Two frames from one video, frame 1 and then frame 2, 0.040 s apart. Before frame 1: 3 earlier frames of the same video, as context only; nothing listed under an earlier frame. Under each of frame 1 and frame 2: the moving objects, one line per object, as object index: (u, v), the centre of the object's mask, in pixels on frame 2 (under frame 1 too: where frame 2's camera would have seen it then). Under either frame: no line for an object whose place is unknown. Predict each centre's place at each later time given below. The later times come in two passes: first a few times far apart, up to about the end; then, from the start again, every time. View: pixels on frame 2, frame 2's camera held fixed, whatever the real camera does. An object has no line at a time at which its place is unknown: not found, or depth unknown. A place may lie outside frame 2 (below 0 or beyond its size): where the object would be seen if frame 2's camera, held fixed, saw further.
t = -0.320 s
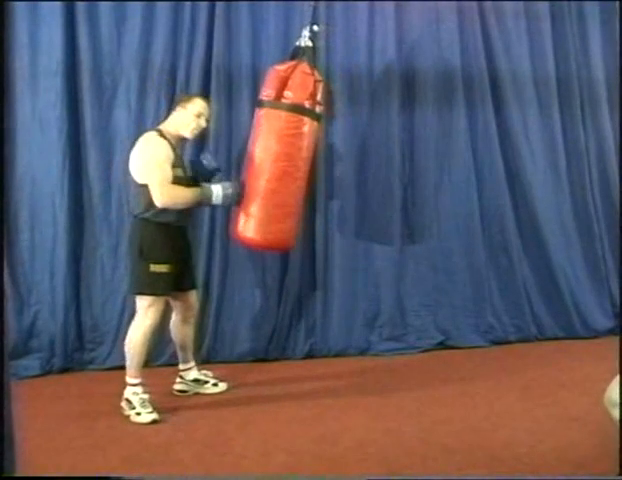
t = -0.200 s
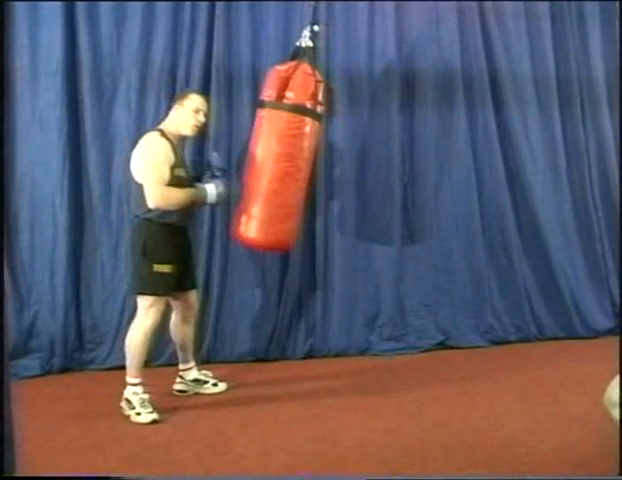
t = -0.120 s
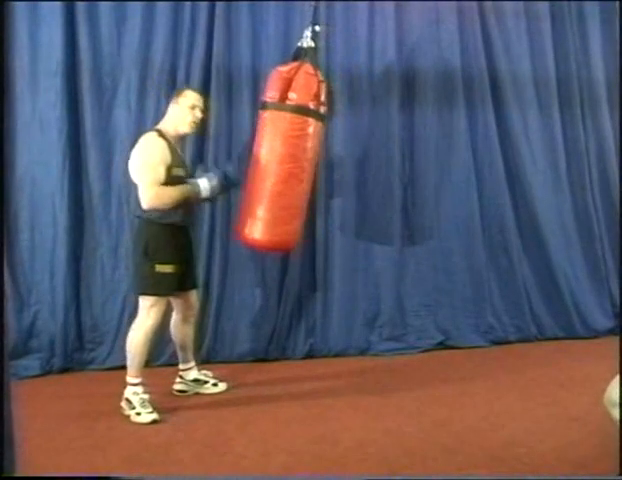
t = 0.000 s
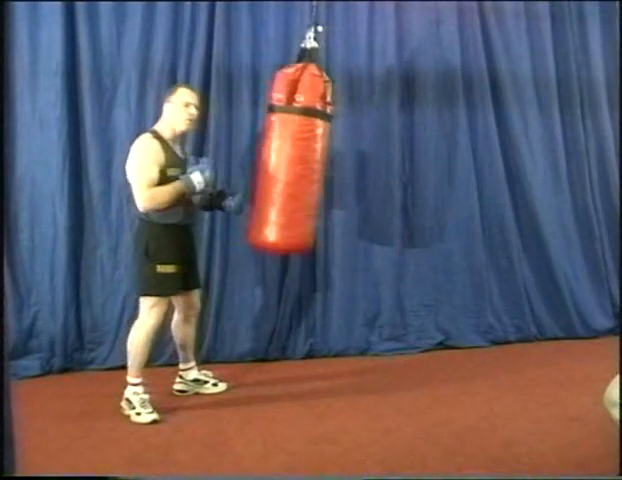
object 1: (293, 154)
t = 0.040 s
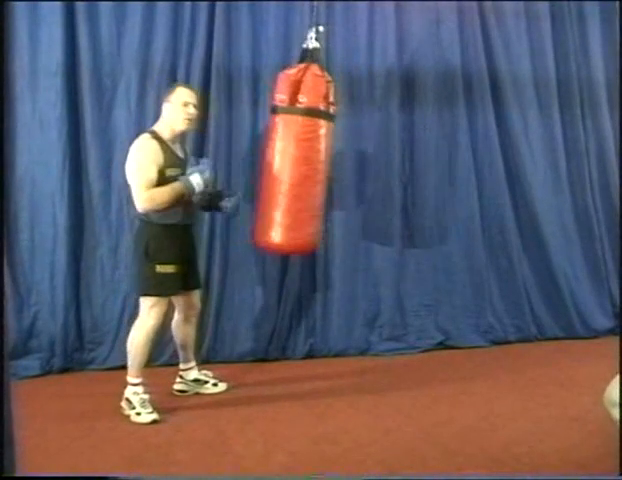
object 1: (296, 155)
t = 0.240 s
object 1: (319, 157)
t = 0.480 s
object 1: (345, 155)
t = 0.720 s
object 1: (362, 151)
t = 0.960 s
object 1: (362, 150)
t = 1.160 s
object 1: (350, 154)
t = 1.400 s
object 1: (323, 156)
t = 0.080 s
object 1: (300, 155)
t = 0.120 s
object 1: (305, 156)
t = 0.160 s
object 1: (309, 156)
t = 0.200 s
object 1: (314, 156)
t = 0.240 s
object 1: (319, 157)
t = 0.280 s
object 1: (324, 156)
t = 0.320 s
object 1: (328, 156)
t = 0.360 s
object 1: (333, 156)
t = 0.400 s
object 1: (337, 155)
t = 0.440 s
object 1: (340, 155)
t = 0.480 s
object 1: (345, 155)
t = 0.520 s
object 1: (349, 154)
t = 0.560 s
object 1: (352, 153)
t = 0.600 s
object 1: (355, 152)
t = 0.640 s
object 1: (358, 152)
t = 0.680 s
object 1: (360, 151)
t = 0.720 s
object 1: (362, 151)
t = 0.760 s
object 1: (363, 150)
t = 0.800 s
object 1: (363, 150)
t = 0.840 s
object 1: (364, 150)
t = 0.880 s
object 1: (364, 150)
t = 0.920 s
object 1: (363, 149)
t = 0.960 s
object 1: (362, 150)
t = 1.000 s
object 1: (361, 151)
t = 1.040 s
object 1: (359, 151)
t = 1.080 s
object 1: (357, 152)
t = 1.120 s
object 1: (354, 153)
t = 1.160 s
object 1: (350, 154)
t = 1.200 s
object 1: (346, 154)
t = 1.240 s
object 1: (342, 155)
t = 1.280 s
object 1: (337, 155)
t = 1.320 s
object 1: (333, 156)
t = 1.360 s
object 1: (328, 155)
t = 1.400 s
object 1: (323, 156)
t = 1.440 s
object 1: (319, 156)
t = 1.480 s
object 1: (314, 155)
